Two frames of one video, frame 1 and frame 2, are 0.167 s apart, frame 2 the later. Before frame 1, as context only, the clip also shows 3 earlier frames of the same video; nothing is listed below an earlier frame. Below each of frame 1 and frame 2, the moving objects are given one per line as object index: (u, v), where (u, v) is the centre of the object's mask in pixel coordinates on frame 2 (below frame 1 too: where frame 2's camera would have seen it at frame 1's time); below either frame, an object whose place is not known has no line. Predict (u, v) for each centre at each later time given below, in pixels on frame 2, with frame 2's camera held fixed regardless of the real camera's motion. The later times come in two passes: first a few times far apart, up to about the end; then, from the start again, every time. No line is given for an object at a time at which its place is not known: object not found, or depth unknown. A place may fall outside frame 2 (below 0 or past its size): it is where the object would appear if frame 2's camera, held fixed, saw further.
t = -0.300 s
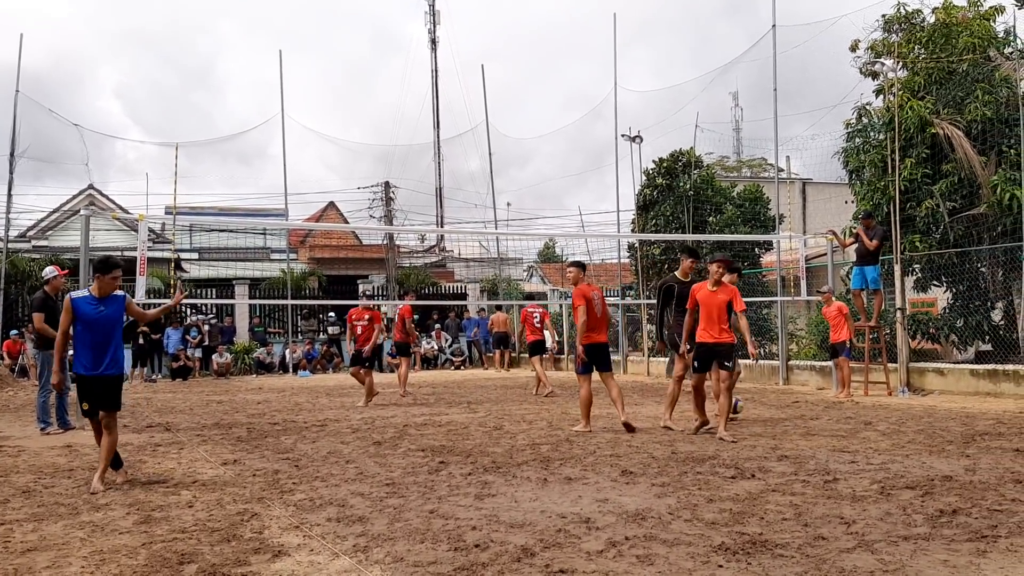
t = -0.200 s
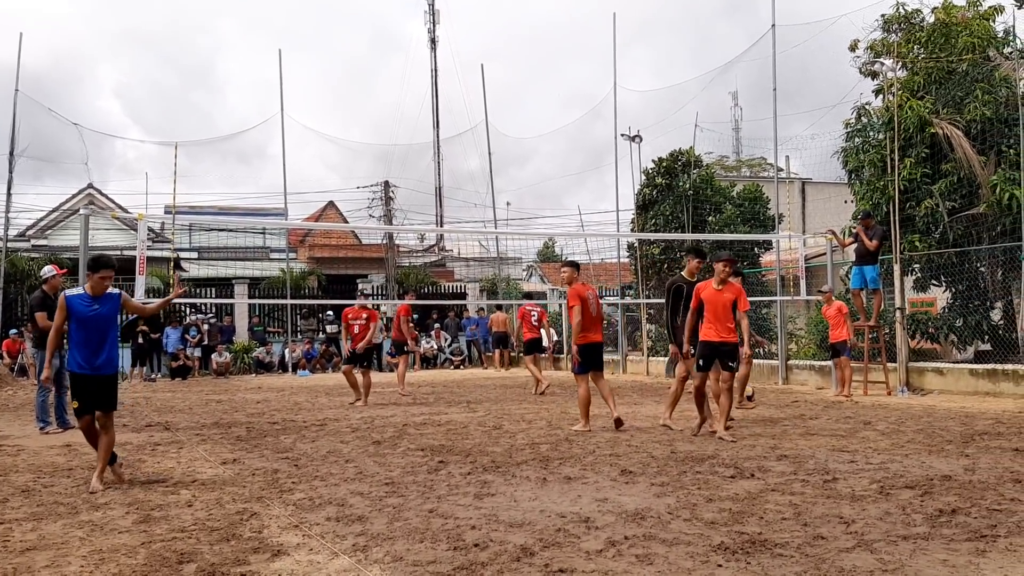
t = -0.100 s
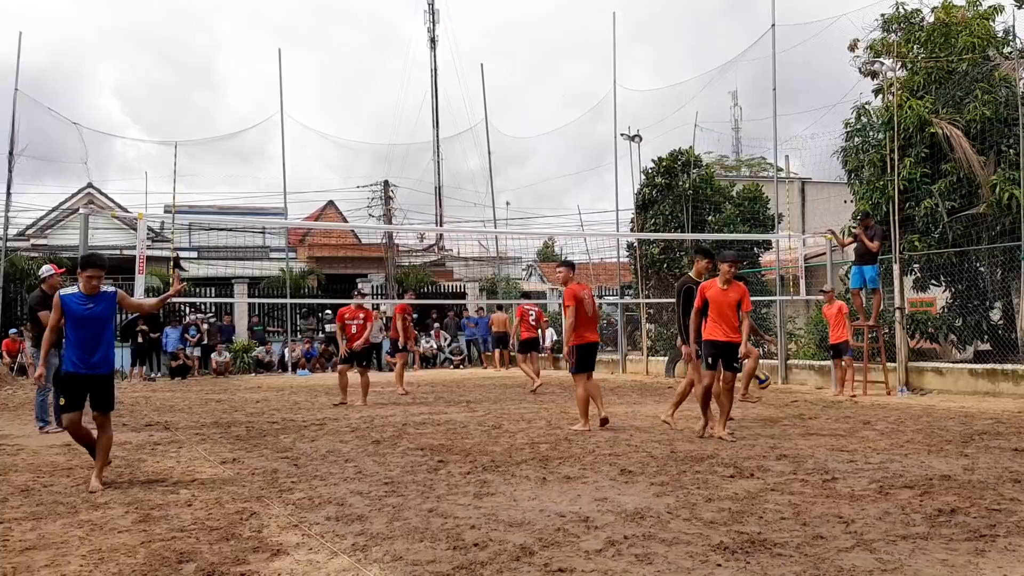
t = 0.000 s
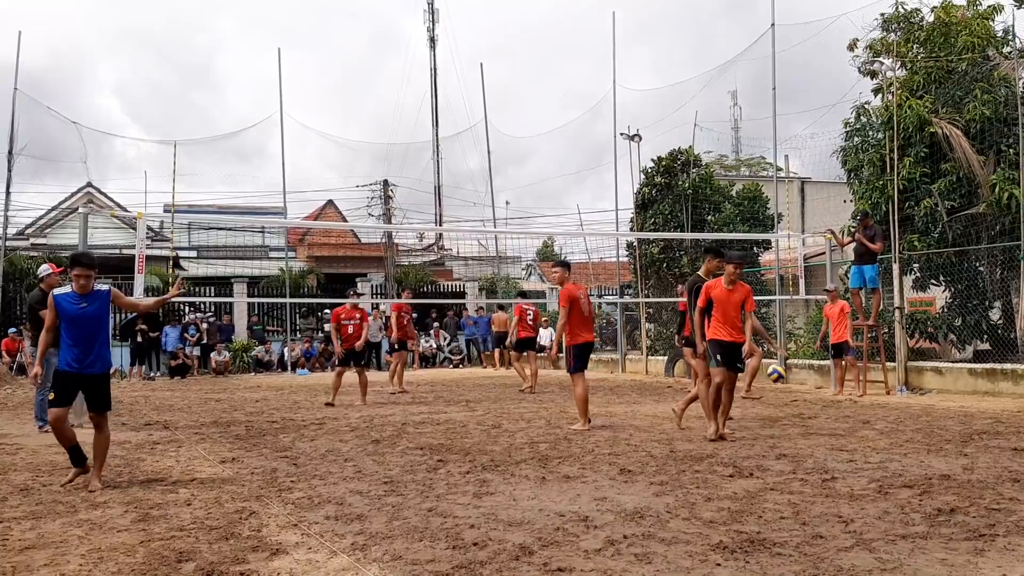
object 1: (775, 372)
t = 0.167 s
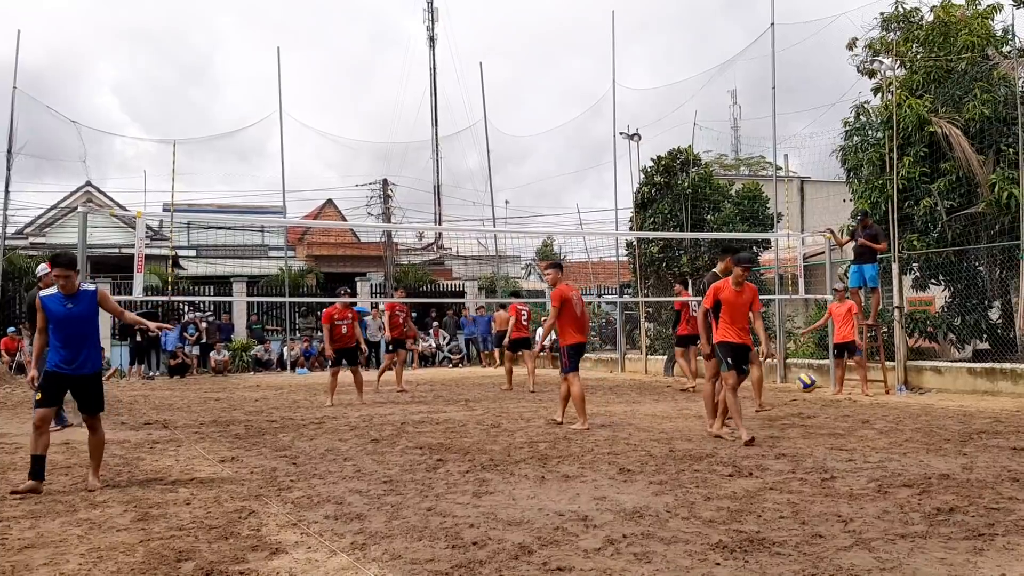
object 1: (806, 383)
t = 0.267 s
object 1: (826, 401)
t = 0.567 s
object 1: (875, 398)
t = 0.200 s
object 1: (812, 388)
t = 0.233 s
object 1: (818, 394)
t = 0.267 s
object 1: (826, 401)
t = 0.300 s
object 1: (833, 409)
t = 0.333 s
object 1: (839, 420)
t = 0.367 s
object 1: (844, 414)
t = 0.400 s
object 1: (849, 409)
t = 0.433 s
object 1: (854, 404)
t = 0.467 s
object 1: (858, 402)
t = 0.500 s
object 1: (864, 400)
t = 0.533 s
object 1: (870, 398)
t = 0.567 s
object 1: (875, 398)
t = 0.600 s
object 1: (881, 400)
